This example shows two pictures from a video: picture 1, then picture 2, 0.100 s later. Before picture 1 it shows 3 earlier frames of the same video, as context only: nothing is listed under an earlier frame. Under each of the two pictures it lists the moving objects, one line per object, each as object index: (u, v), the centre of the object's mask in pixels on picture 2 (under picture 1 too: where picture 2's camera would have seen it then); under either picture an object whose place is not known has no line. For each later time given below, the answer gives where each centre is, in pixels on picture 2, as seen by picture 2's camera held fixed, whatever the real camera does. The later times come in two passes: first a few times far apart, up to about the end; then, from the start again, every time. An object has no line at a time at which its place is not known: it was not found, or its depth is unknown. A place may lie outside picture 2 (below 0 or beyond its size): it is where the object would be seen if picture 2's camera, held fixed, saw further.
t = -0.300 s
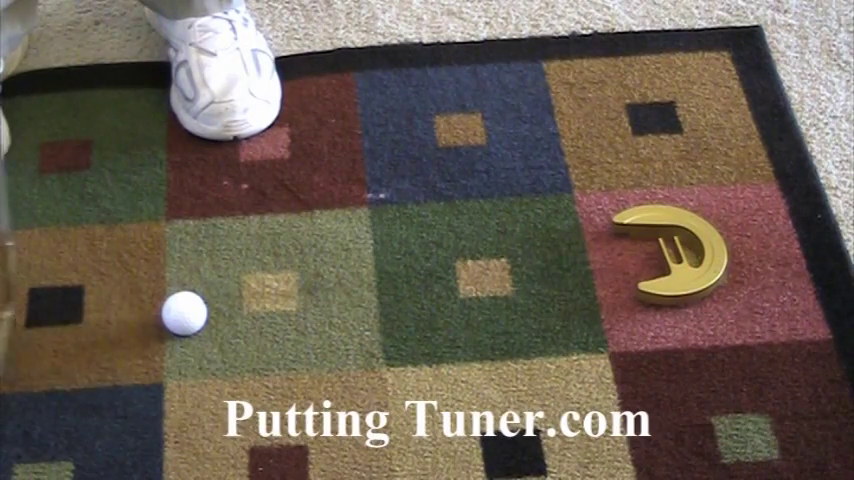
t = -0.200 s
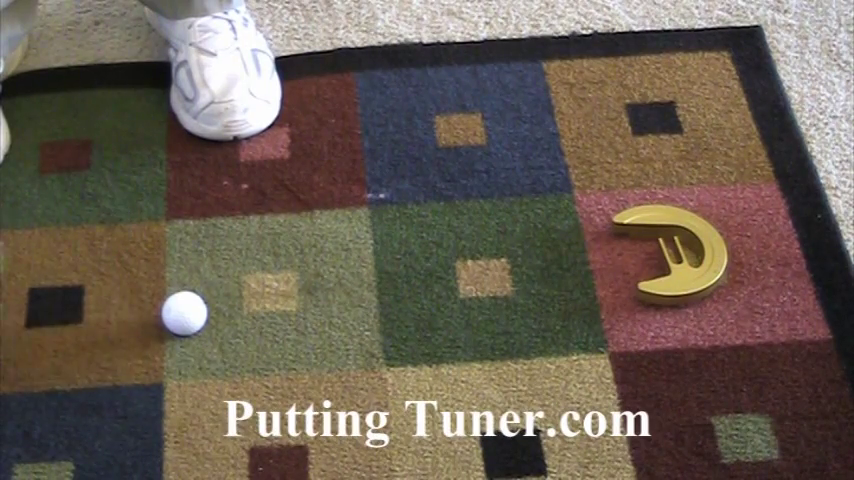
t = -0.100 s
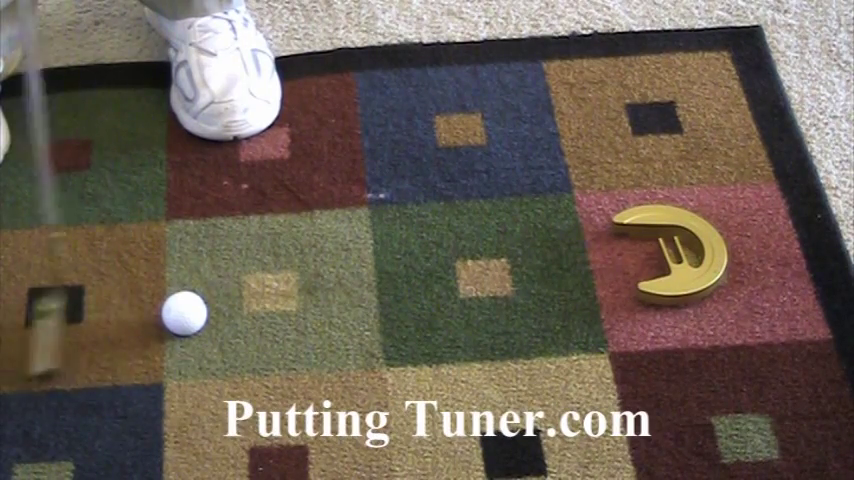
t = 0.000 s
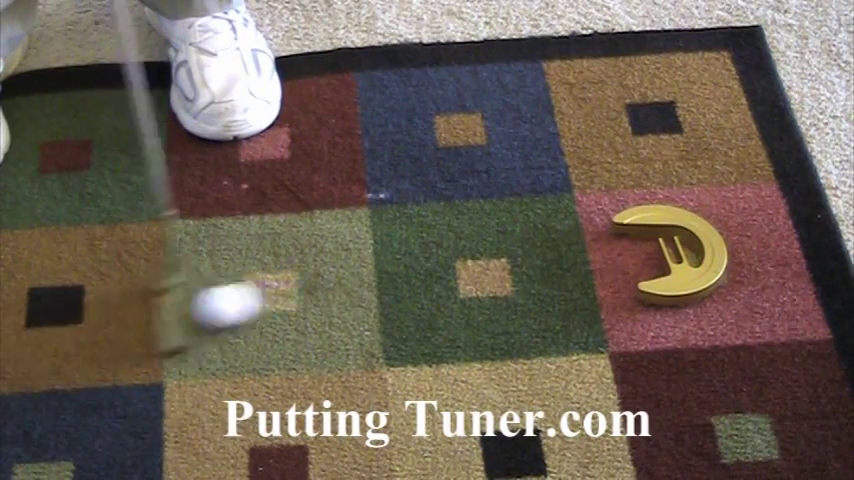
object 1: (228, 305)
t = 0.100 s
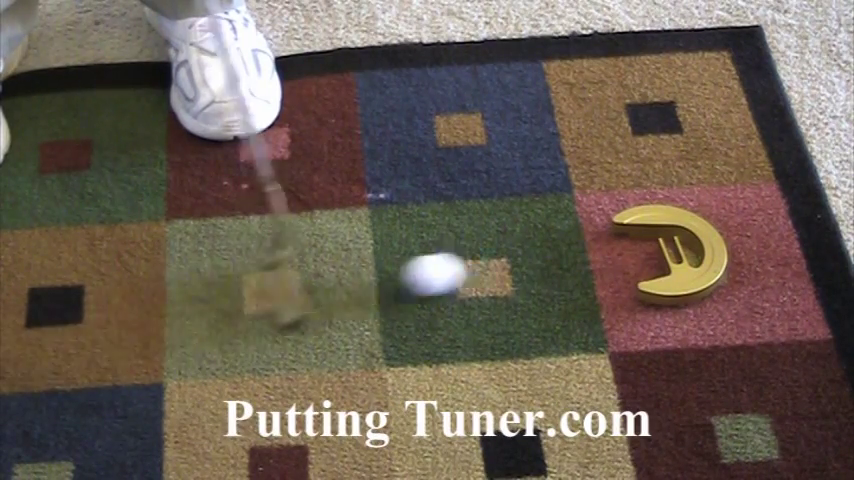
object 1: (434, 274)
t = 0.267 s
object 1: (600, 240)
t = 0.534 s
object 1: (415, 267)
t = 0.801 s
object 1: (305, 290)
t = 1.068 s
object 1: (233, 309)
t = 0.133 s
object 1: (495, 265)
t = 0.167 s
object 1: (548, 258)
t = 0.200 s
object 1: (600, 249)
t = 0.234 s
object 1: (634, 242)
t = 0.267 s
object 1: (600, 240)
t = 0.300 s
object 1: (566, 246)
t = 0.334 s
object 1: (533, 256)
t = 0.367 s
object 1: (510, 255)
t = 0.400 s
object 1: (486, 259)
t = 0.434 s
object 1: (467, 262)
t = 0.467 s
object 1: (449, 263)
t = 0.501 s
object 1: (431, 266)
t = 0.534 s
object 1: (415, 267)
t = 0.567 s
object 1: (399, 269)
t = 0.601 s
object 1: (384, 271)
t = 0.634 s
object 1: (369, 274)
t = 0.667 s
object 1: (355, 277)
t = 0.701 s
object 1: (342, 280)
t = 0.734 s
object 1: (329, 283)
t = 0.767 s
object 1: (317, 287)
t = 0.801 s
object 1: (305, 290)
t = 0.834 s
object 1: (294, 293)
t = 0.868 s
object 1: (284, 295)
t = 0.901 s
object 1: (274, 298)
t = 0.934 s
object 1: (264, 300)
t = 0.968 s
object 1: (255, 303)
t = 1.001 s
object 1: (247, 305)
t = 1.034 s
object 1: (240, 307)
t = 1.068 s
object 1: (233, 309)
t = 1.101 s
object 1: (226, 310)
